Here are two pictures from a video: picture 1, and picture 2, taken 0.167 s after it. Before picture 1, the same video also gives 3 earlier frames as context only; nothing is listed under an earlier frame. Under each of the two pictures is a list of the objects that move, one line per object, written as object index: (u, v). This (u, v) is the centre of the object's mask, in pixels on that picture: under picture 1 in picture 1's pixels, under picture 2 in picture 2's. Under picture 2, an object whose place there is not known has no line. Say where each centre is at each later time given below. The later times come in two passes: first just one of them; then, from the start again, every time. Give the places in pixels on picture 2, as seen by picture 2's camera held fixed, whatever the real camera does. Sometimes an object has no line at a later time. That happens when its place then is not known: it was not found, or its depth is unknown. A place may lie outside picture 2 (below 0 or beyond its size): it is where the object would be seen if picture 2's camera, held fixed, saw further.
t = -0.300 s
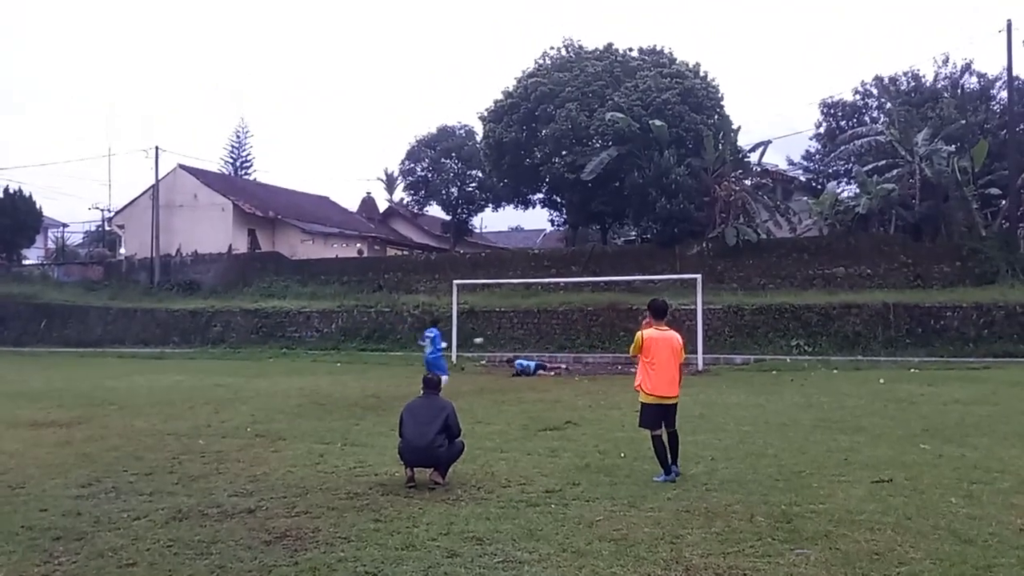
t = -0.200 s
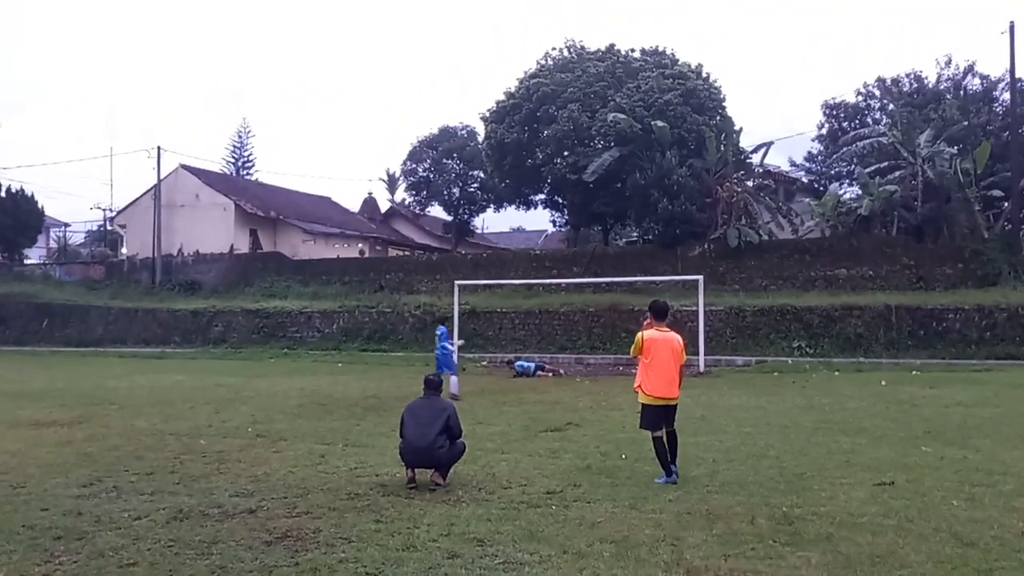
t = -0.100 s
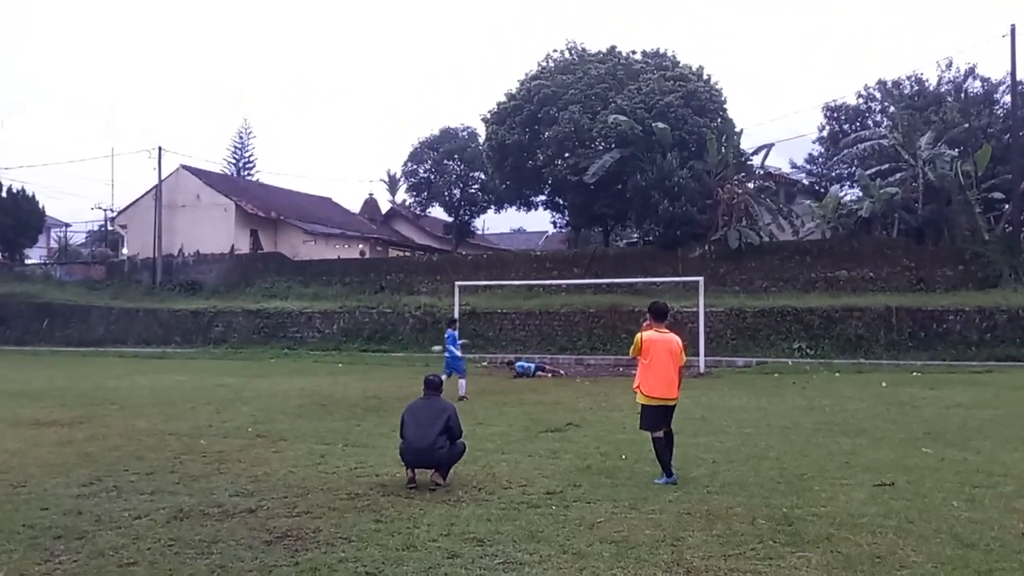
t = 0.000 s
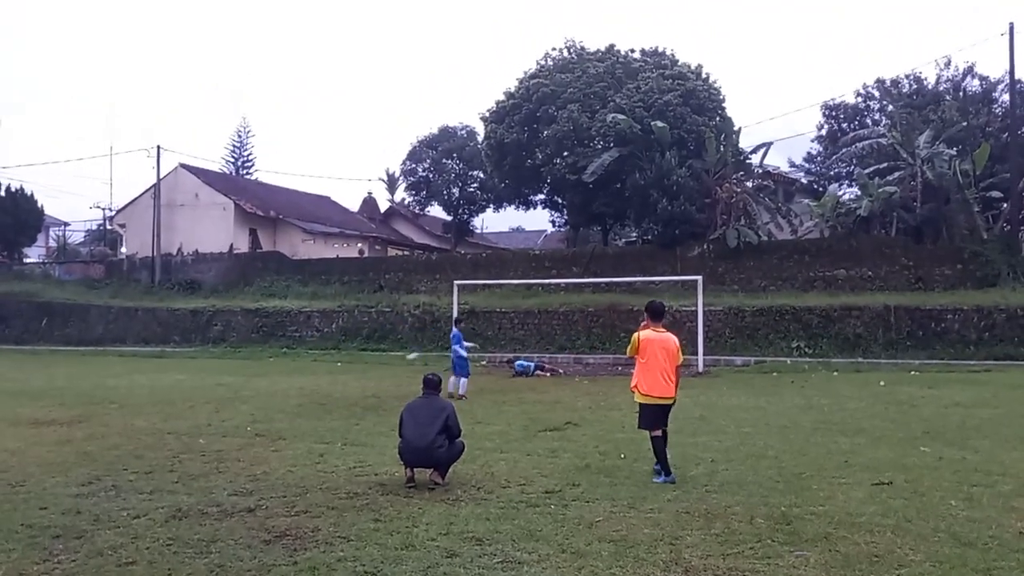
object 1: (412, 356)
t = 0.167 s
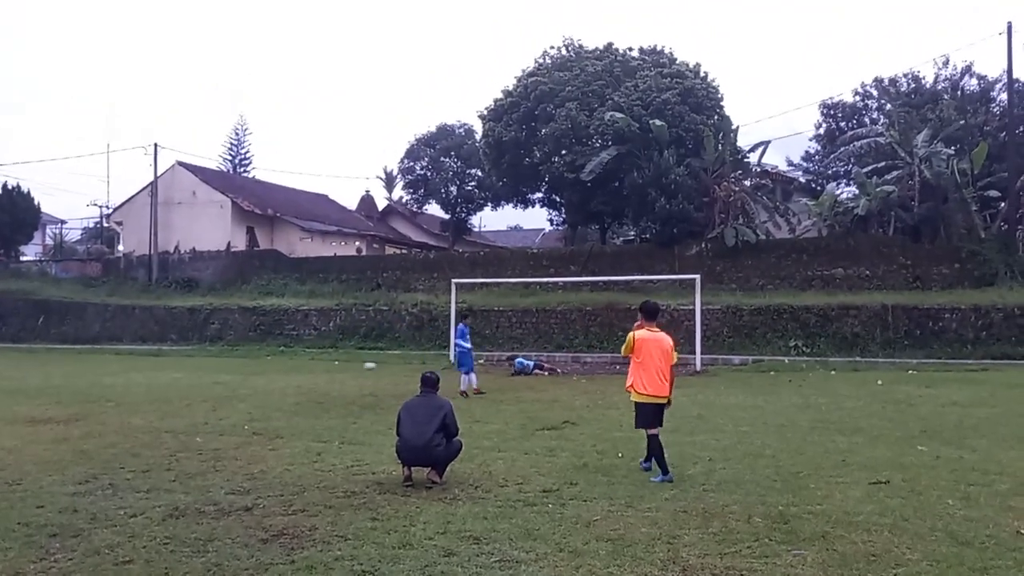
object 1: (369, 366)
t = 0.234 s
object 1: (354, 364)
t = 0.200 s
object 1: (362, 365)
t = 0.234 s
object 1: (354, 364)
